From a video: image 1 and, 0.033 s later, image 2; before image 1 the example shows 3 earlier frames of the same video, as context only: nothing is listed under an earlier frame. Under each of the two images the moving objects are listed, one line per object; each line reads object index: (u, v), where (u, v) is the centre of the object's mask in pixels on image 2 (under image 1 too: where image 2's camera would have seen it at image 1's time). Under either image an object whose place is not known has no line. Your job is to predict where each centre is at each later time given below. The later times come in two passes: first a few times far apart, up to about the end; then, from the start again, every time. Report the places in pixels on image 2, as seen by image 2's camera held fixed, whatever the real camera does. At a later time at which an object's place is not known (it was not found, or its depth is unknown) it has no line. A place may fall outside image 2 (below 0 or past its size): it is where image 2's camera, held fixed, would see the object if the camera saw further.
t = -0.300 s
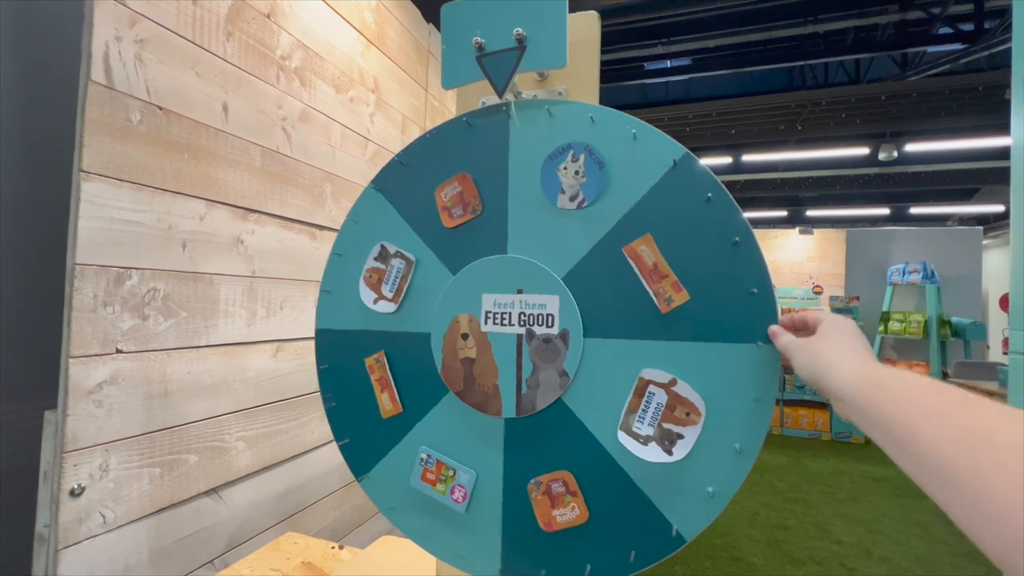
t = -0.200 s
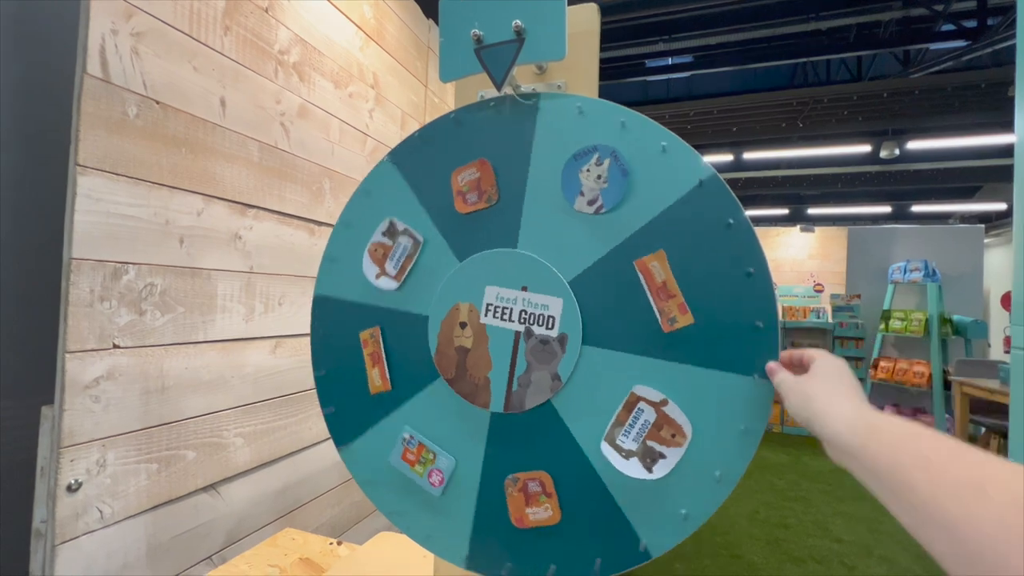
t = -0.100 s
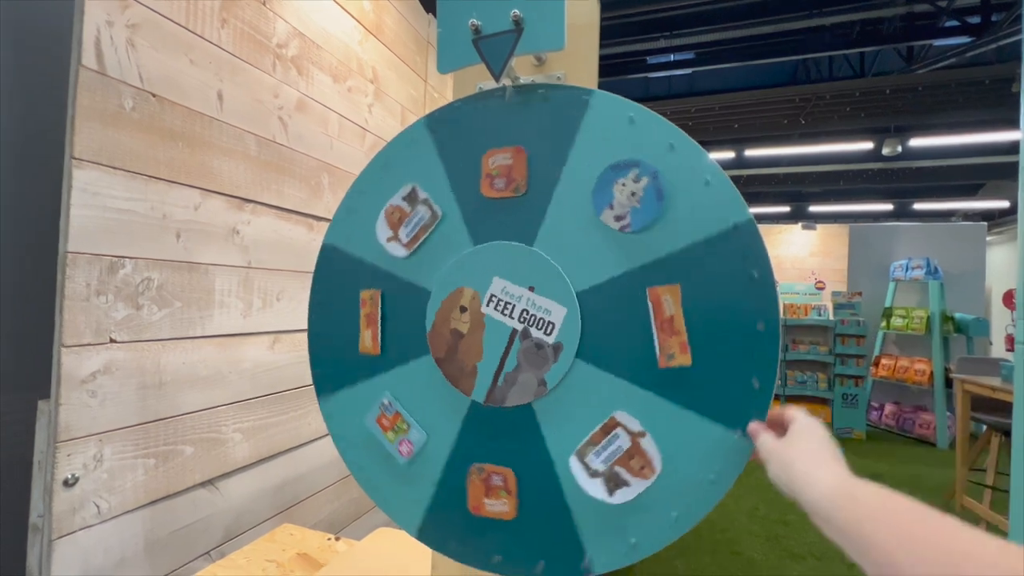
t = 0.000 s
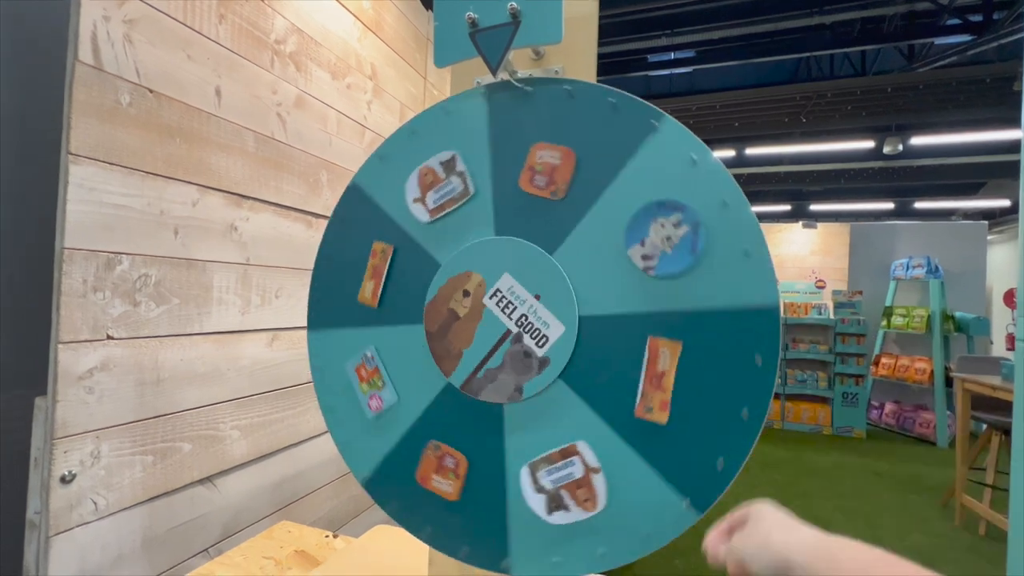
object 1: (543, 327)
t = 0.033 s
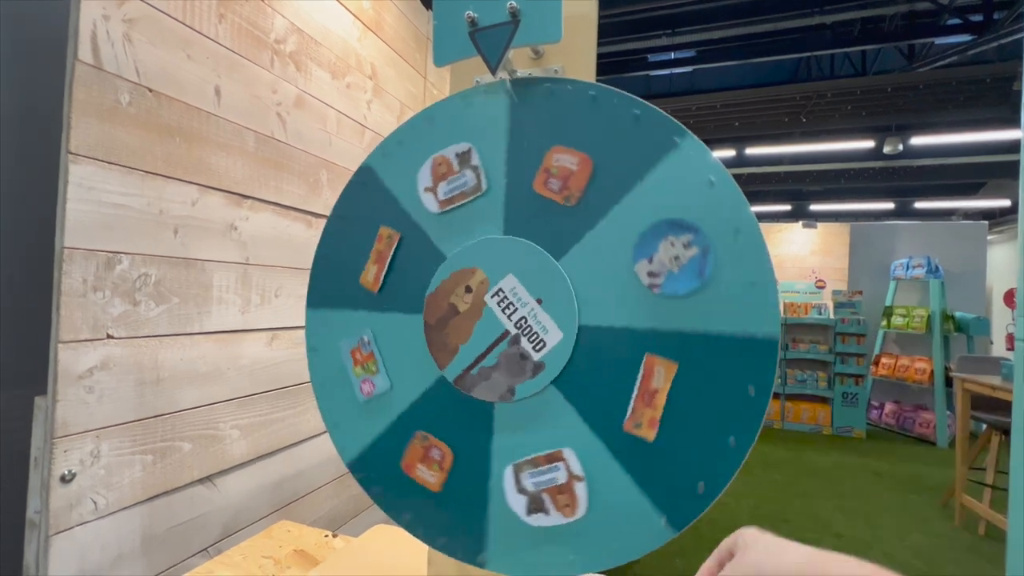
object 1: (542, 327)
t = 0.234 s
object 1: (541, 326)
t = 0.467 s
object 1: (541, 325)
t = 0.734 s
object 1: (537, 324)
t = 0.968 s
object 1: (535, 324)
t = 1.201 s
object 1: (533, 325)
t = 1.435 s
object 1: (530, 325)
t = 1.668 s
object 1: (530, 325)
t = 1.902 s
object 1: (529, 326)
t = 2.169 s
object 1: (529, 326)
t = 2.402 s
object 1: (529, 326)
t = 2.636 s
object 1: (529, 326)
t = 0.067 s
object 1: (542, 327)
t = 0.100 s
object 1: (541, 326)
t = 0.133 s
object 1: (542, 326)
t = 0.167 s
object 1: (542, 326)
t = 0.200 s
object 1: (542, 326)
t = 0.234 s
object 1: (541, 326)
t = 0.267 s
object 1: (541, 326)
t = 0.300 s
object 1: (541, 326)
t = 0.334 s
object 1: (540, 326)
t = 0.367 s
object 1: (540, 326)
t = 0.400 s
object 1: (540, 326)
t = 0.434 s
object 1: (541, 325)
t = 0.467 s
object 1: (541, 325)
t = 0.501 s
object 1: (541, 324)
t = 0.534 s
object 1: (540, 324)
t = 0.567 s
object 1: (540, 324)
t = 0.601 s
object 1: (539, 324)
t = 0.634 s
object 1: (538, 323)
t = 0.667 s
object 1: (538, 324)
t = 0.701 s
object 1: (537, 323)
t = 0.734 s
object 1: (537, 324)
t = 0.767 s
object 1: (537, 323)
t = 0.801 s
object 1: (537, 324)
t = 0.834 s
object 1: (537, 324)
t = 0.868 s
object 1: (536, 324)
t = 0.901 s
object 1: (536, 324)
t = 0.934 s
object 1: (536, 324)
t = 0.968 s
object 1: (535, 324)
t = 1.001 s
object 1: (535, 324)
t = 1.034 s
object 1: (535, 324)
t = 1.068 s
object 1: (534, 324)
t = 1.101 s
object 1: (534, 324)
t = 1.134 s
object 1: (534, 324)
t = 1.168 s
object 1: (534, 325)
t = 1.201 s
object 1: (533, 325)
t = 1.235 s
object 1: (533, 325)
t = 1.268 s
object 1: (532, 325)
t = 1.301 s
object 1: (532, 325)
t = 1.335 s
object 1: (532, 325)
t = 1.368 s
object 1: (531, 325)
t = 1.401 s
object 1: (531, 325)
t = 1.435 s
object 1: (530, 325)
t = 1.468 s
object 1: (530, 325)
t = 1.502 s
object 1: (530, 325)
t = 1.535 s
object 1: (530, 325)
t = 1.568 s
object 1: (530, 325)
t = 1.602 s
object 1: (530, 325)
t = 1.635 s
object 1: (530, 325)
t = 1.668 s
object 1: (530, 325)
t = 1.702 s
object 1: (530, 325)
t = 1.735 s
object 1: (529, 325)
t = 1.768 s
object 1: (530, 325)
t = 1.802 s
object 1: (529, 325)
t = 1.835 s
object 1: (530, 326)
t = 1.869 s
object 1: (529, 326)
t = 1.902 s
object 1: (529, 326)
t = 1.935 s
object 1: (529, 326)
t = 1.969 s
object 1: (529, 326)
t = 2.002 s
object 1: (529, 326)
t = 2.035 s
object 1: (529, 326)
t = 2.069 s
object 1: (529, 326)
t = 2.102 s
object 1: (529, 326)
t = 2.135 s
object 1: (529, 326)
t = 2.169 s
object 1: (529, 326)
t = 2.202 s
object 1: (529, 326)
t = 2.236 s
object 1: (529, 326)
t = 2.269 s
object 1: (529, 326)
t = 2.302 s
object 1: (529, 326)
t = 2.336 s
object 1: (529, 326)
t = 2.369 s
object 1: (529, 326)
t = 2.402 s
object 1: (529, 326)
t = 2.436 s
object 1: (529, 326)
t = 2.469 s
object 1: (529, 326)
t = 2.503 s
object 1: (529, 326)
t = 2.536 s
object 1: (529, 326)
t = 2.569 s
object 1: (529, 326)
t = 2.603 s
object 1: (529, 326)
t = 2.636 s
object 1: (529, 326)
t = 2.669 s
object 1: (529, 326)
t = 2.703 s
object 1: (529, 326)
